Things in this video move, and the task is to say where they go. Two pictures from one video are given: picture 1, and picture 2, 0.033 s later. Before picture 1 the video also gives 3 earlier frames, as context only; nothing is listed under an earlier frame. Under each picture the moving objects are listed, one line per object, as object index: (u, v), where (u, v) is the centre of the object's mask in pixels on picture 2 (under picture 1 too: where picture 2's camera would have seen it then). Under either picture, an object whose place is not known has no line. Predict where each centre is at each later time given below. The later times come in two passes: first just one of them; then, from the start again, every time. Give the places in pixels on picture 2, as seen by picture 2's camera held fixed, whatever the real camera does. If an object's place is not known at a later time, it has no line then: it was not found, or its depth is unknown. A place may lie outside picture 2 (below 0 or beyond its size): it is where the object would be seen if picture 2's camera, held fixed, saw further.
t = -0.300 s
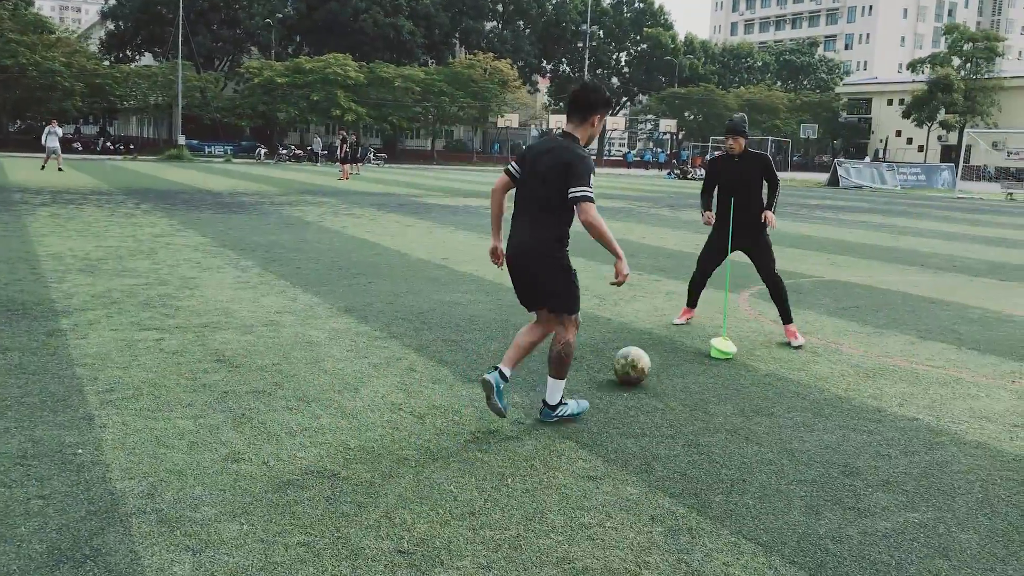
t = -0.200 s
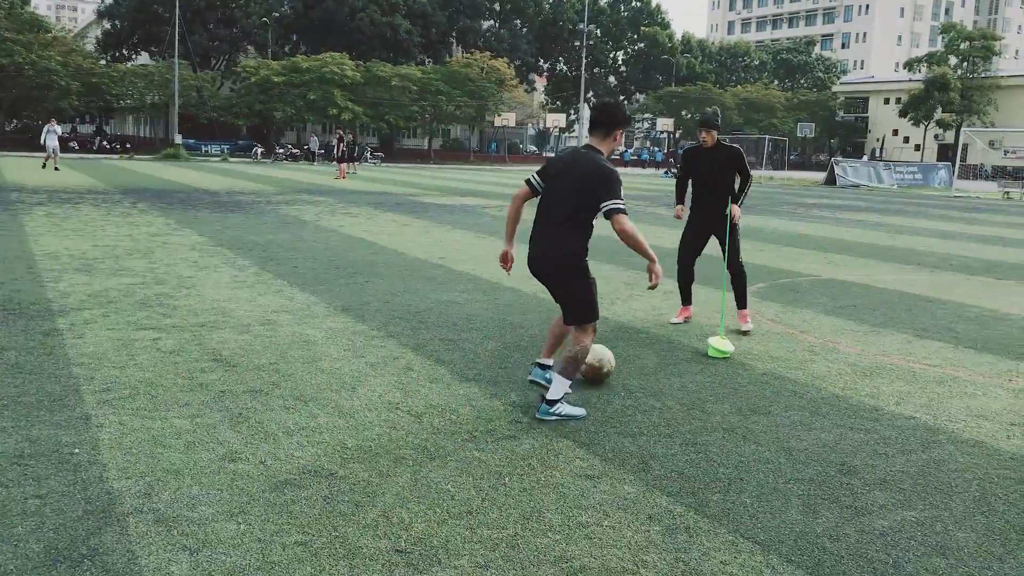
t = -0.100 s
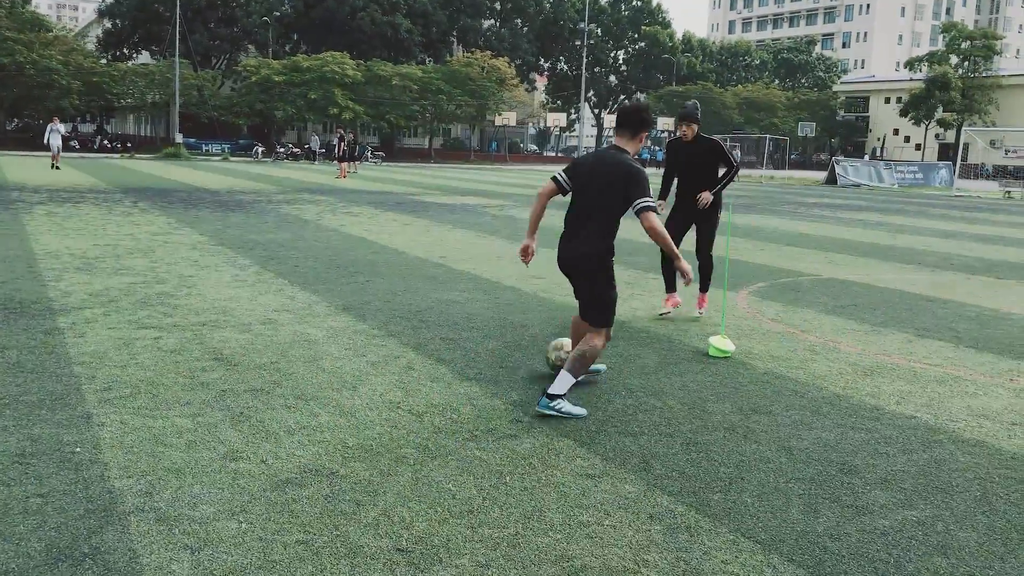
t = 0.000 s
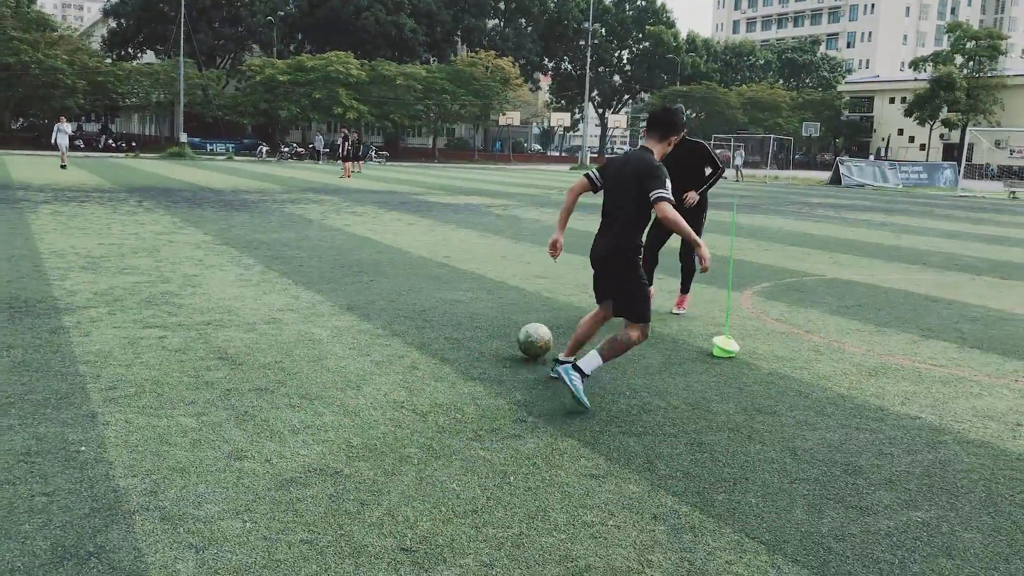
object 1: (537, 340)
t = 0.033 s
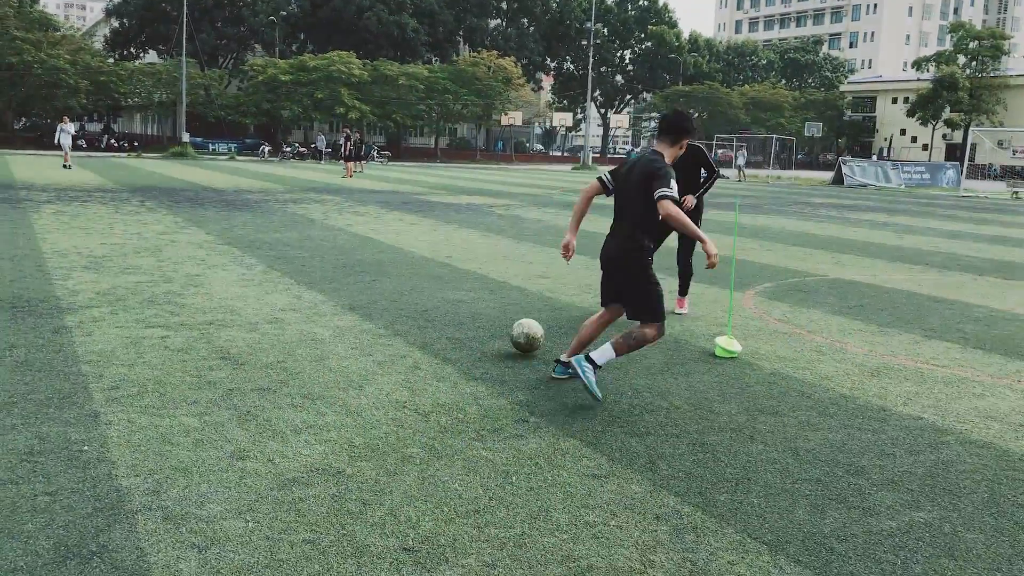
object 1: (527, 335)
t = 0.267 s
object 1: (467, 318)
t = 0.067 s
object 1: (517, 332)
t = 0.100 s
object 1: (508, 330)
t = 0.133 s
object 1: (499, 327)
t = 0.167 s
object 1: (491, 324)
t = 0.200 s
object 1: (482, 321)
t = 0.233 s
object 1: (474, 319)
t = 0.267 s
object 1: (467, 318)
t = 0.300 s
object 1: (458, 315)
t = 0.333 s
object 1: (451, 313)
